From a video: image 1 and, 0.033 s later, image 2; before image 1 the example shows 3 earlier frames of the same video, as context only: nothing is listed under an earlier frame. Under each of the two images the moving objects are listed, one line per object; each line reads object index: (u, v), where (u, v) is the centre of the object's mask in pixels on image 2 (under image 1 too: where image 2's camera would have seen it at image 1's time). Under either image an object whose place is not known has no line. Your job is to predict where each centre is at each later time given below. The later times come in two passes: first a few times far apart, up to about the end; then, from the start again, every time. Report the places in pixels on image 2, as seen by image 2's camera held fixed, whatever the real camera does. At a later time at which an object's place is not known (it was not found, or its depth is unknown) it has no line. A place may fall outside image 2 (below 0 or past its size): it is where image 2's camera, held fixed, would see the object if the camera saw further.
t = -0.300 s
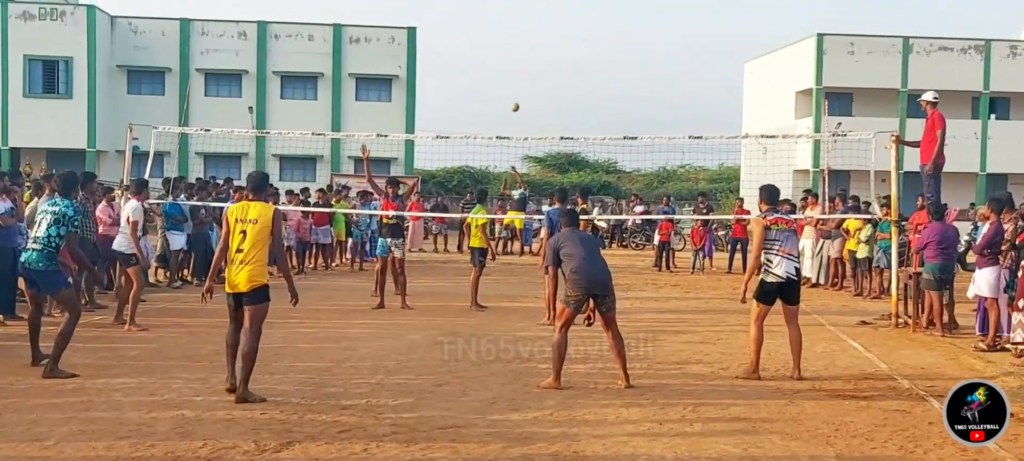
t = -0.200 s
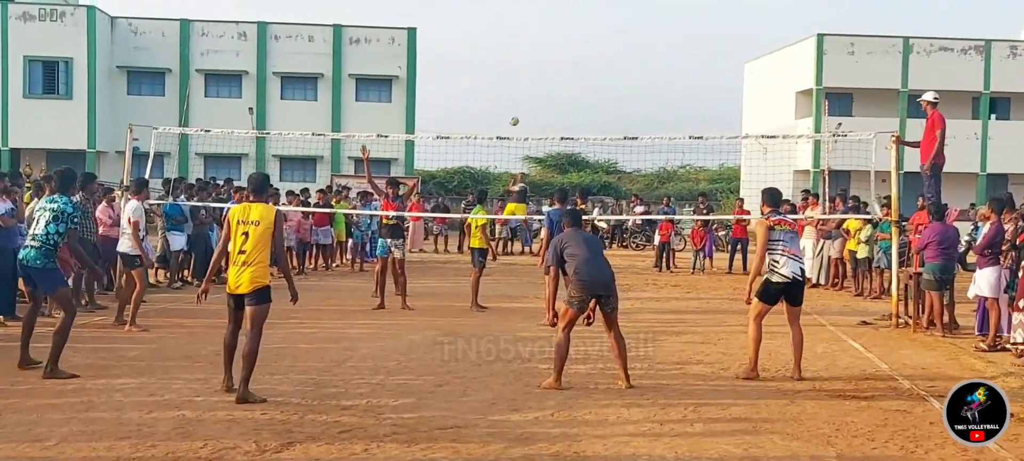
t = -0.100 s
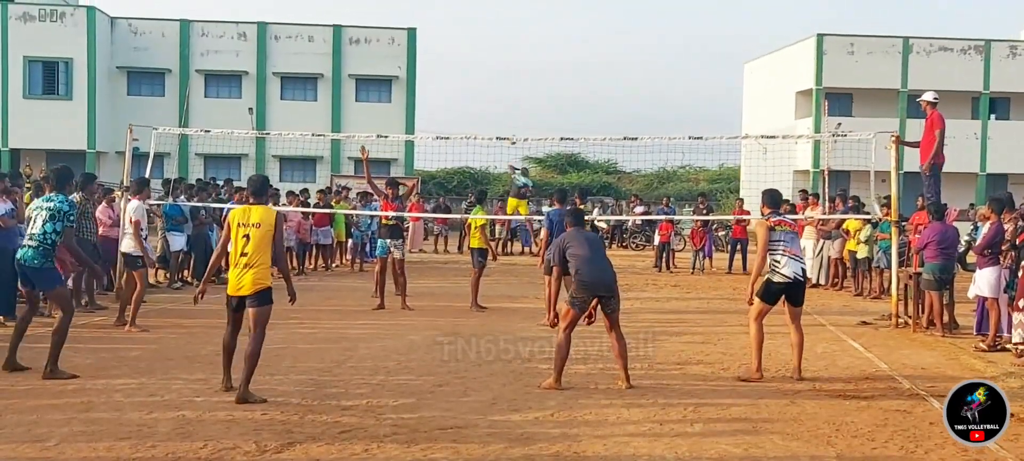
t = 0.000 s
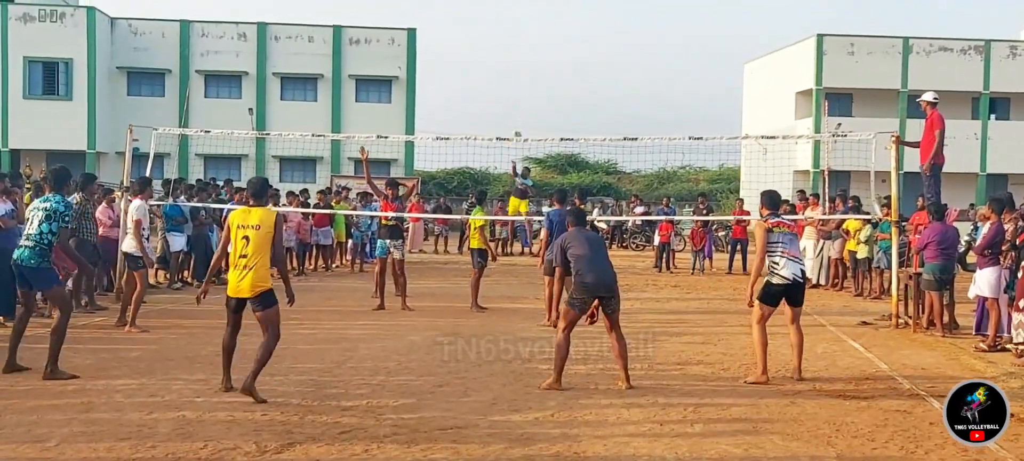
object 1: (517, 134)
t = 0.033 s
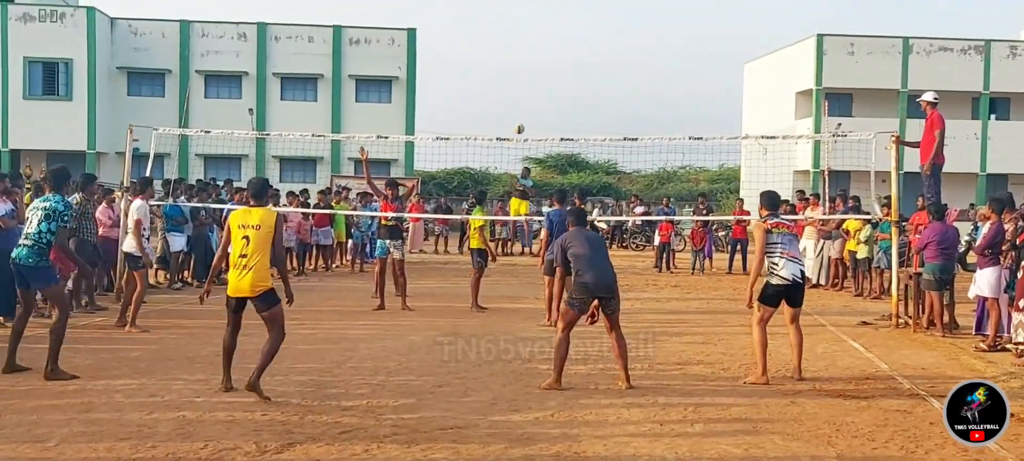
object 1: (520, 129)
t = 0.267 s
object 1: (549, 101)
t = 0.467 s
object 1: (602, 124)
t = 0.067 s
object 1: (522, 122)
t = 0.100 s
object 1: (525, 116)
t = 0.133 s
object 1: (530, 112)
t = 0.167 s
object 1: (533, 108)
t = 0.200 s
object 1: (537, 105)
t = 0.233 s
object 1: (543, 102)
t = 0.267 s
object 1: (549, 101)
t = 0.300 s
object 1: (555, 100)
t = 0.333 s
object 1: (563, 101)
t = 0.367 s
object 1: (572, 104)
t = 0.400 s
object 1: (580, 108)
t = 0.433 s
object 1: (591, 115)
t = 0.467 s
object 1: (602, 124)
